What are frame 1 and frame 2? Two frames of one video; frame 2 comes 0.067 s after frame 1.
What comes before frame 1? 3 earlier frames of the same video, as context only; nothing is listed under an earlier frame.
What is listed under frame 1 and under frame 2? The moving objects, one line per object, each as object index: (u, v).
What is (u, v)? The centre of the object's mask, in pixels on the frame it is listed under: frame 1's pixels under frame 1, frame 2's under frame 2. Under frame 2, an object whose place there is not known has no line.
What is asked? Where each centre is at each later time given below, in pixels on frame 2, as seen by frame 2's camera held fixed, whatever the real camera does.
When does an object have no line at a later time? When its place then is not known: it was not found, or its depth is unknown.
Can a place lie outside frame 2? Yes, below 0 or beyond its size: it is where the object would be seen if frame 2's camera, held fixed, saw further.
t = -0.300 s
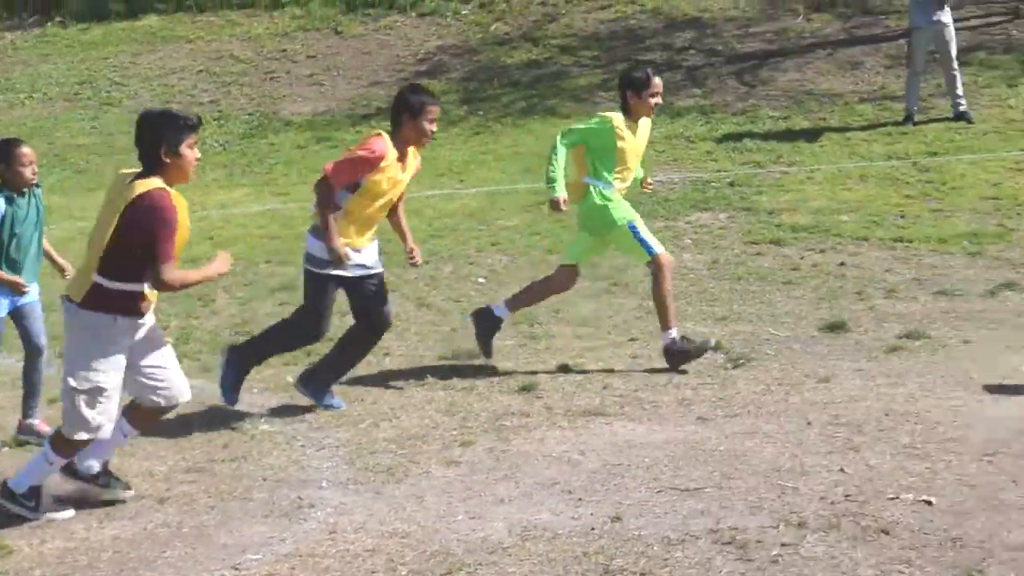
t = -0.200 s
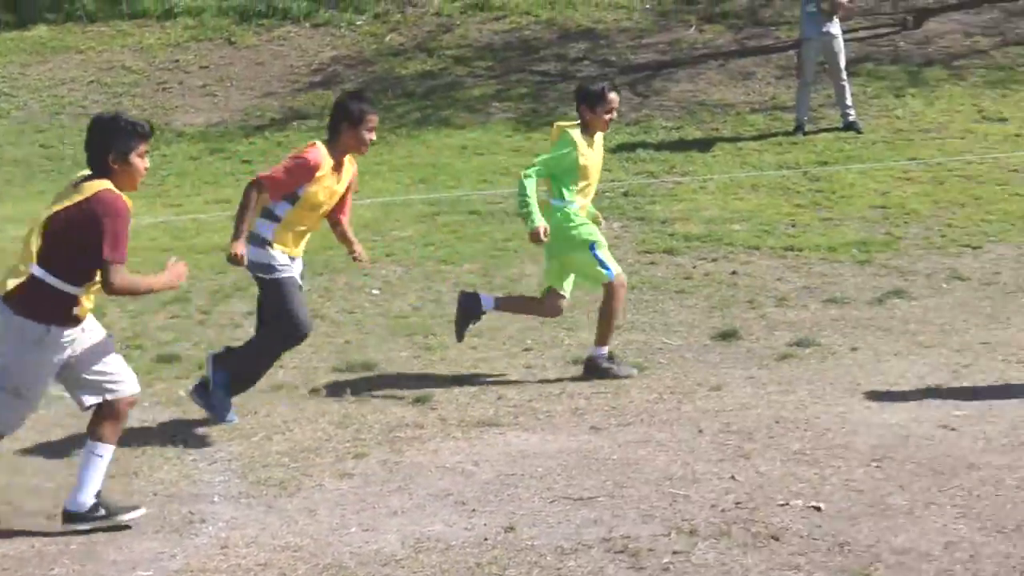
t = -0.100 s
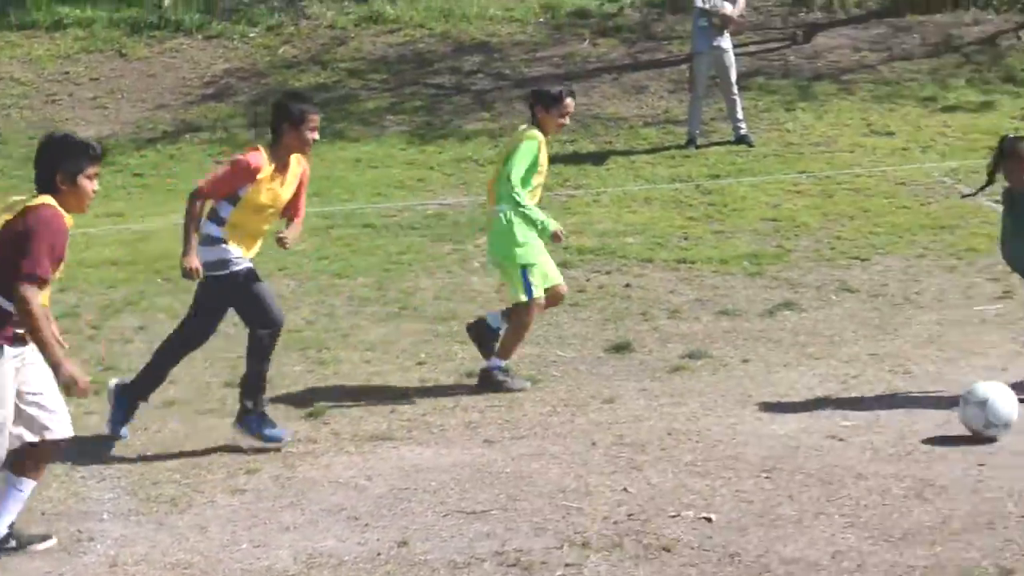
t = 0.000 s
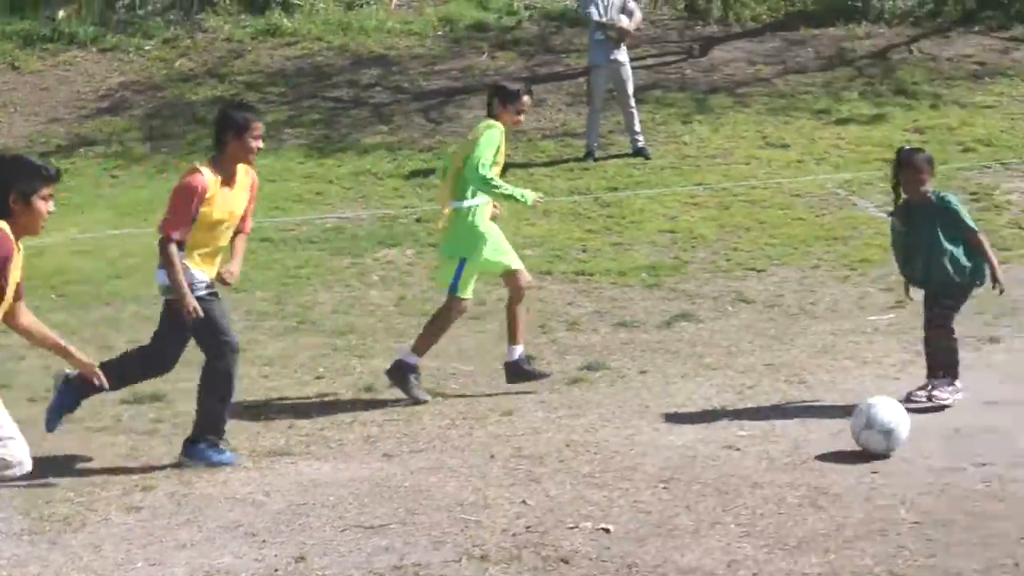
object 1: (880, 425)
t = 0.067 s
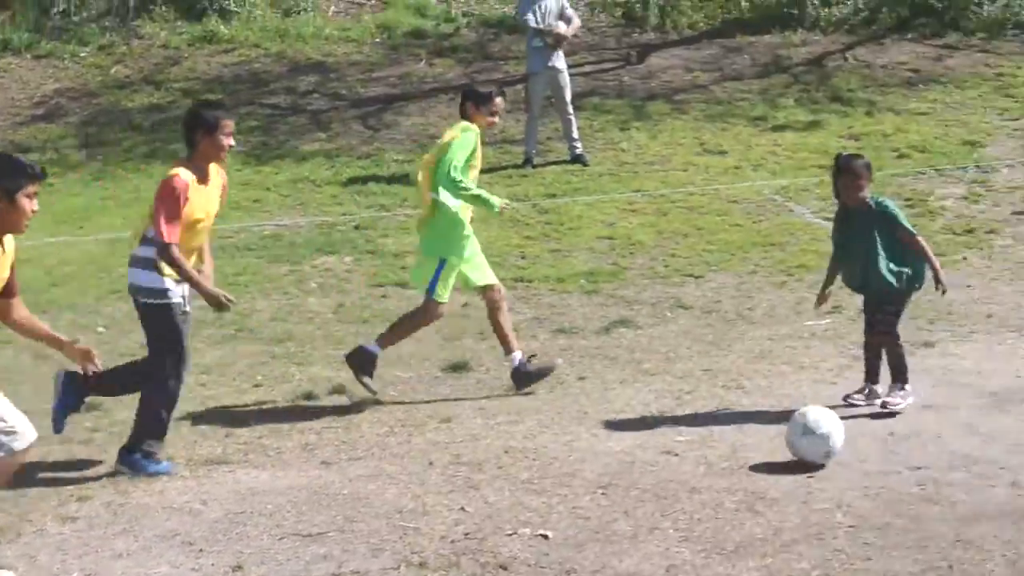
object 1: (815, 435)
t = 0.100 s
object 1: (814, 439)
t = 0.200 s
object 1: (811, 444)
